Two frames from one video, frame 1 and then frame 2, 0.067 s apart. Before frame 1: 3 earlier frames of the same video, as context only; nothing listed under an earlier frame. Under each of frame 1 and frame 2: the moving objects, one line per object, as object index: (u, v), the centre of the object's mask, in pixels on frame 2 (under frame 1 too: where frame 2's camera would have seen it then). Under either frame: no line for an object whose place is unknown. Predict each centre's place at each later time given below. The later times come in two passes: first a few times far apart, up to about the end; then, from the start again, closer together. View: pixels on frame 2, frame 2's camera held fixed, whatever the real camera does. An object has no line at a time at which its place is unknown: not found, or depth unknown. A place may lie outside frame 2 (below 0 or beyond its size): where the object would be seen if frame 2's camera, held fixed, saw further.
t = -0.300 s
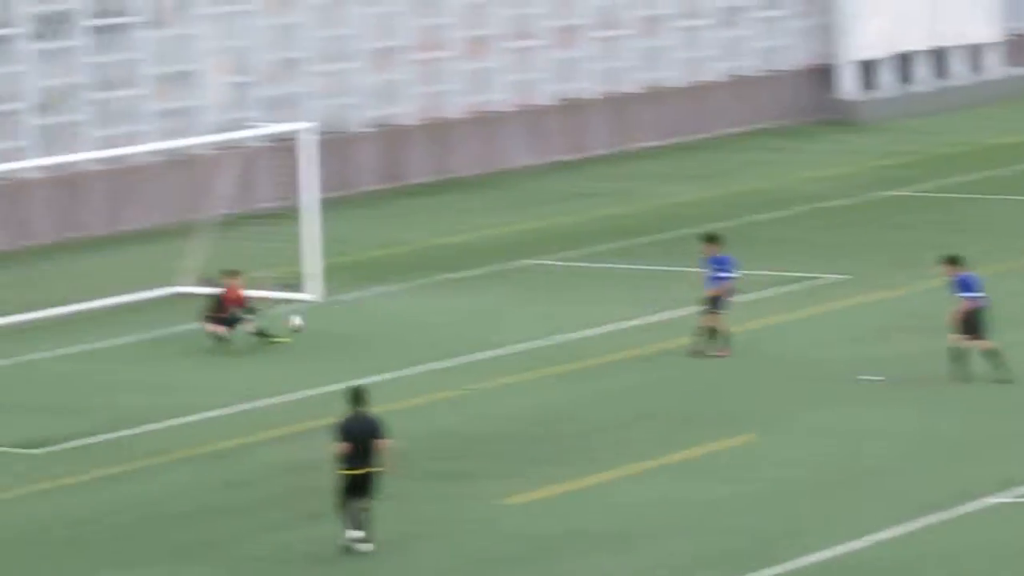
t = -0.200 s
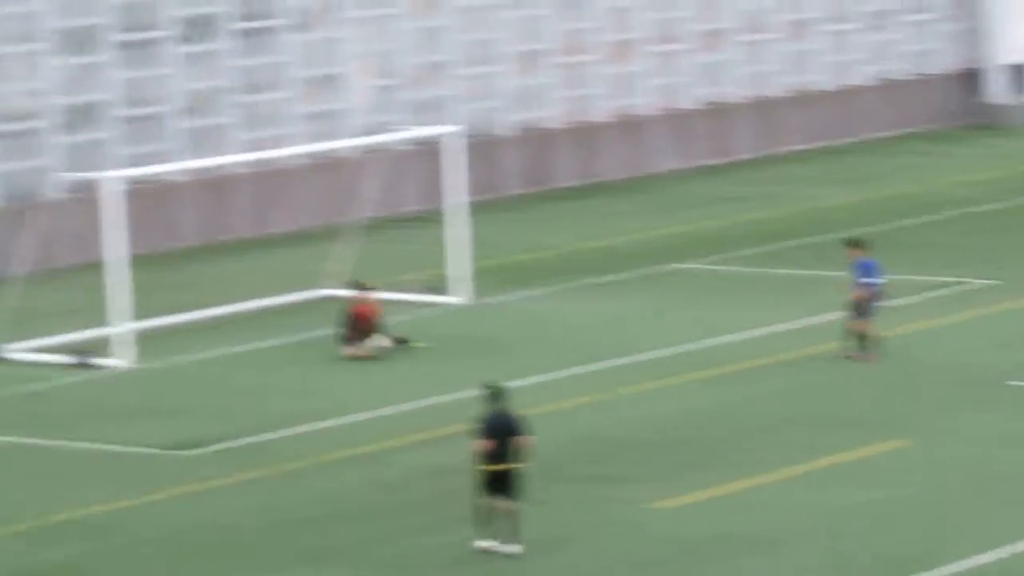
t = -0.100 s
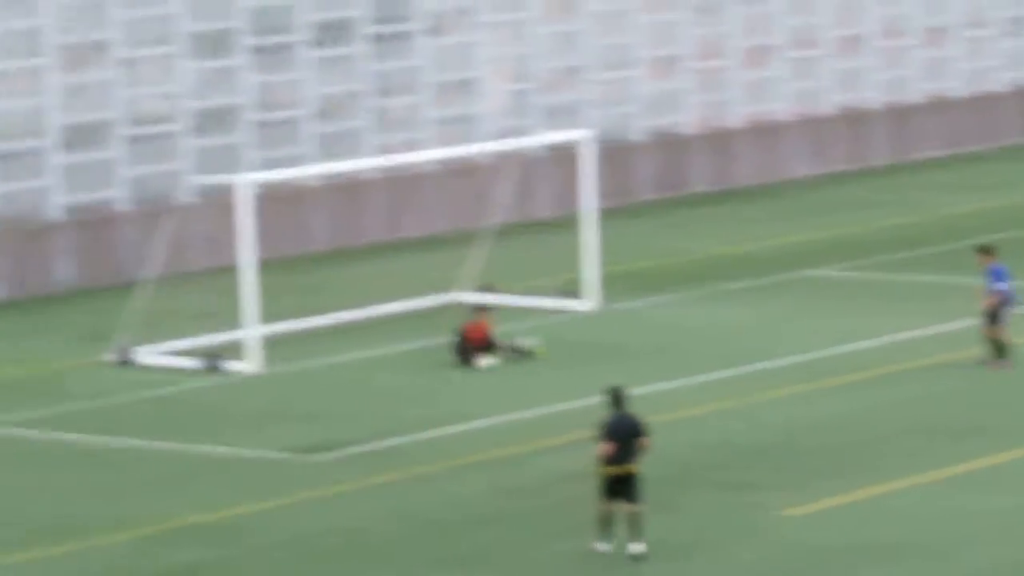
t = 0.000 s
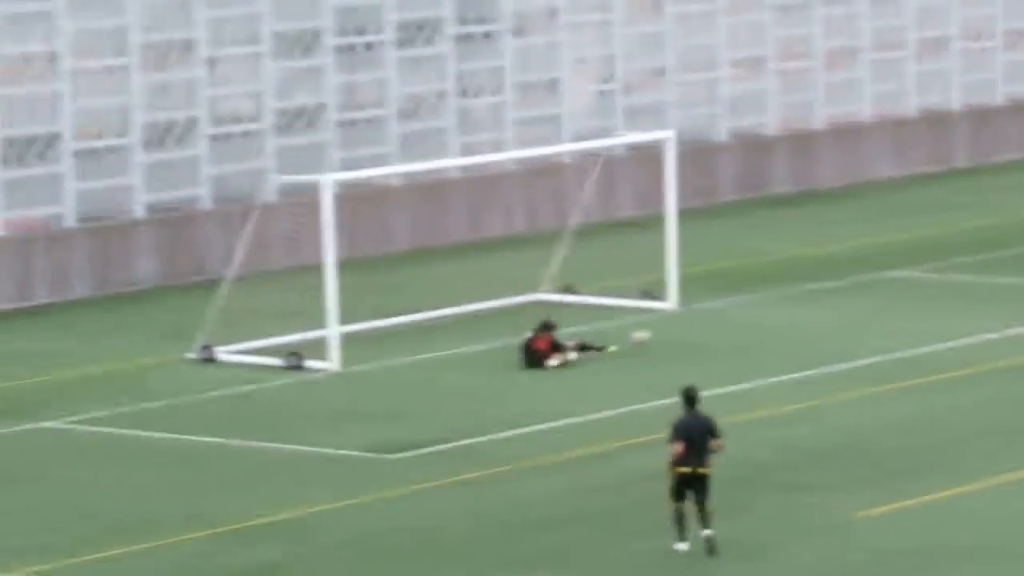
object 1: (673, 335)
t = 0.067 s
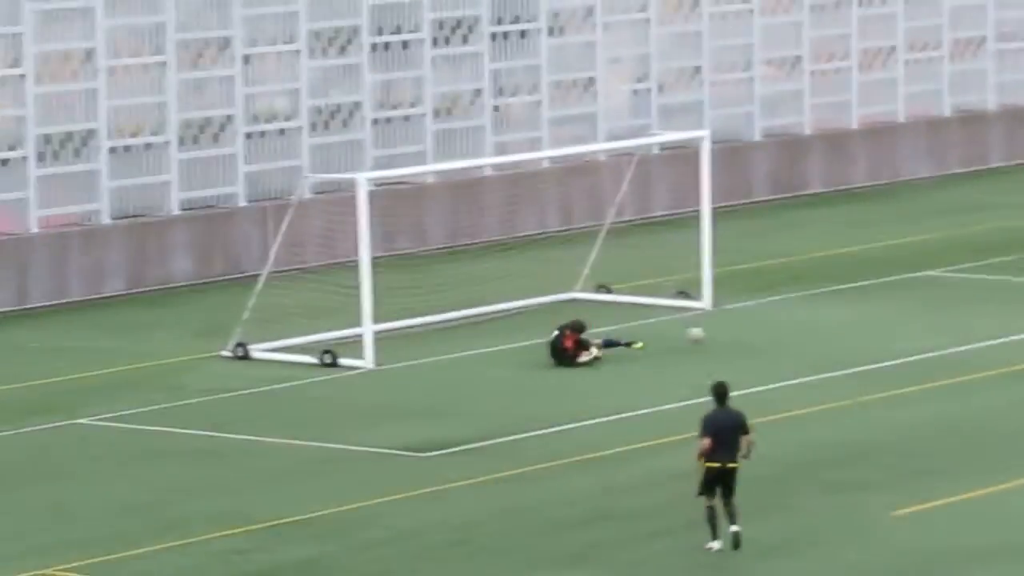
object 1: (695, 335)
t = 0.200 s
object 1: (734, 338)
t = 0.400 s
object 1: (777, 332)
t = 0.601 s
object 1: (817, 328)
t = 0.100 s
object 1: (705, 335)
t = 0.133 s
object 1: (715, 337)
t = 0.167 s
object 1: (726, 339)
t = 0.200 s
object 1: (734, 338)
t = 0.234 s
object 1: (740, 335)
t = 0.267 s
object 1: (748, 332)
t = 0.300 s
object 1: (755, 331)
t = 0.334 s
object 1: (763, 330)
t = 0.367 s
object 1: (770, 330)
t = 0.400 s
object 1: (777, 332)
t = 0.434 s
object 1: (784, 333)
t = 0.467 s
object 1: (790, 331)
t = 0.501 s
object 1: (797, 329)
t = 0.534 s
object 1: (804, 328)
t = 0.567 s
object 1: (810, 328)
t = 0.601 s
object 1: (817, 328)
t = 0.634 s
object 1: (824, 326)
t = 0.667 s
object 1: (830, 325)
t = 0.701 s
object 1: (836, 324)
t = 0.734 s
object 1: (842, 324)
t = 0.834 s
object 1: (861, 322)
